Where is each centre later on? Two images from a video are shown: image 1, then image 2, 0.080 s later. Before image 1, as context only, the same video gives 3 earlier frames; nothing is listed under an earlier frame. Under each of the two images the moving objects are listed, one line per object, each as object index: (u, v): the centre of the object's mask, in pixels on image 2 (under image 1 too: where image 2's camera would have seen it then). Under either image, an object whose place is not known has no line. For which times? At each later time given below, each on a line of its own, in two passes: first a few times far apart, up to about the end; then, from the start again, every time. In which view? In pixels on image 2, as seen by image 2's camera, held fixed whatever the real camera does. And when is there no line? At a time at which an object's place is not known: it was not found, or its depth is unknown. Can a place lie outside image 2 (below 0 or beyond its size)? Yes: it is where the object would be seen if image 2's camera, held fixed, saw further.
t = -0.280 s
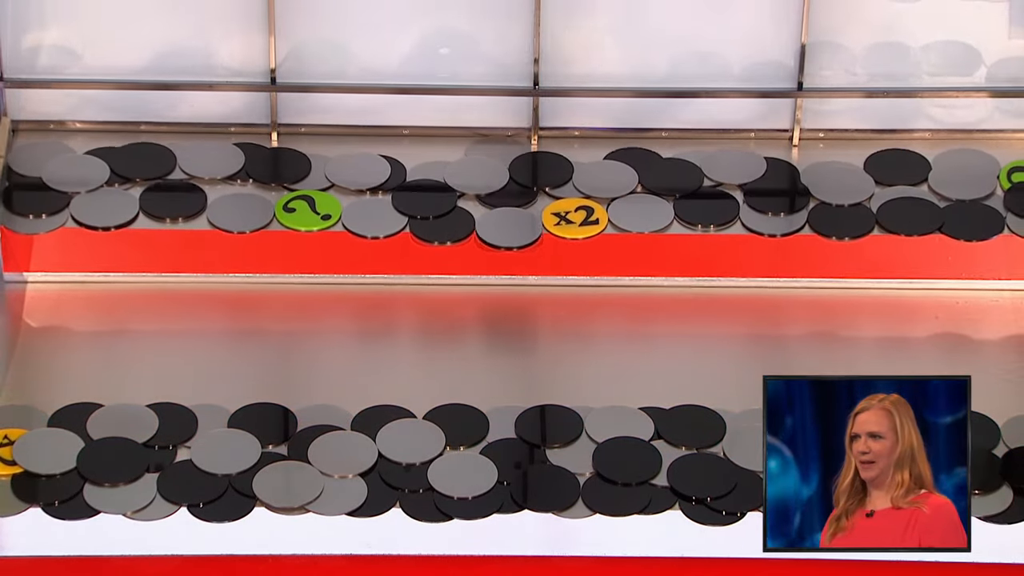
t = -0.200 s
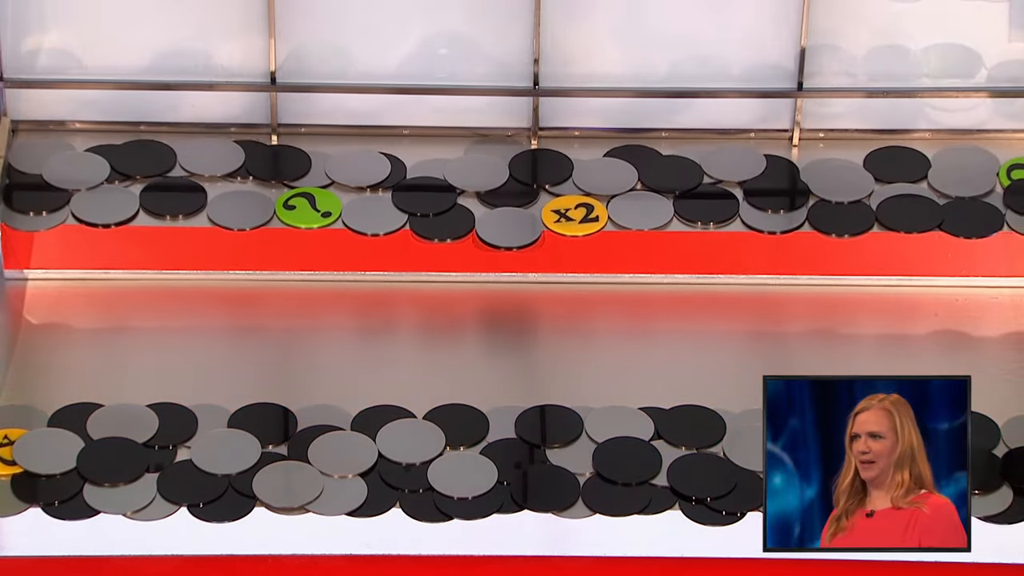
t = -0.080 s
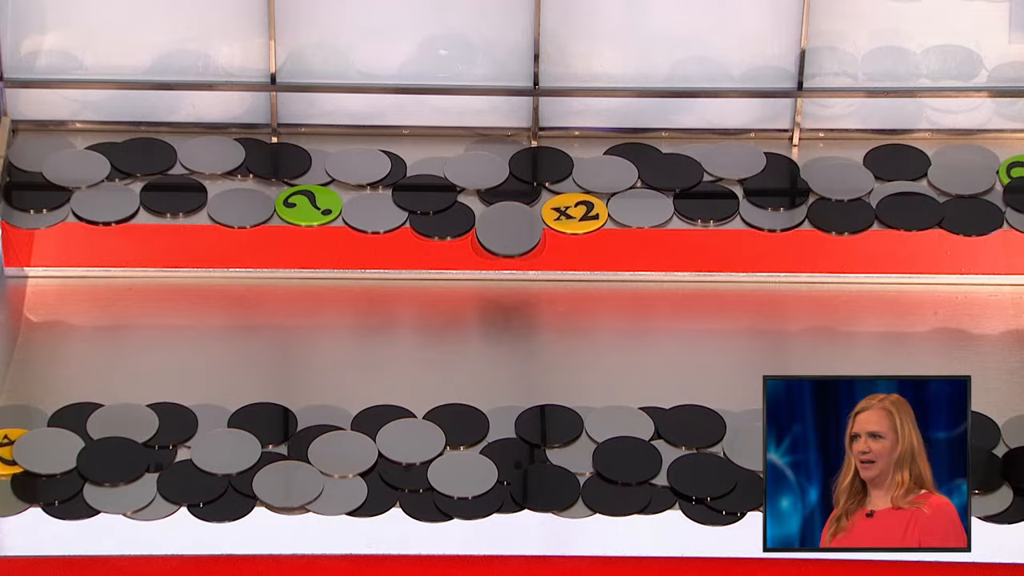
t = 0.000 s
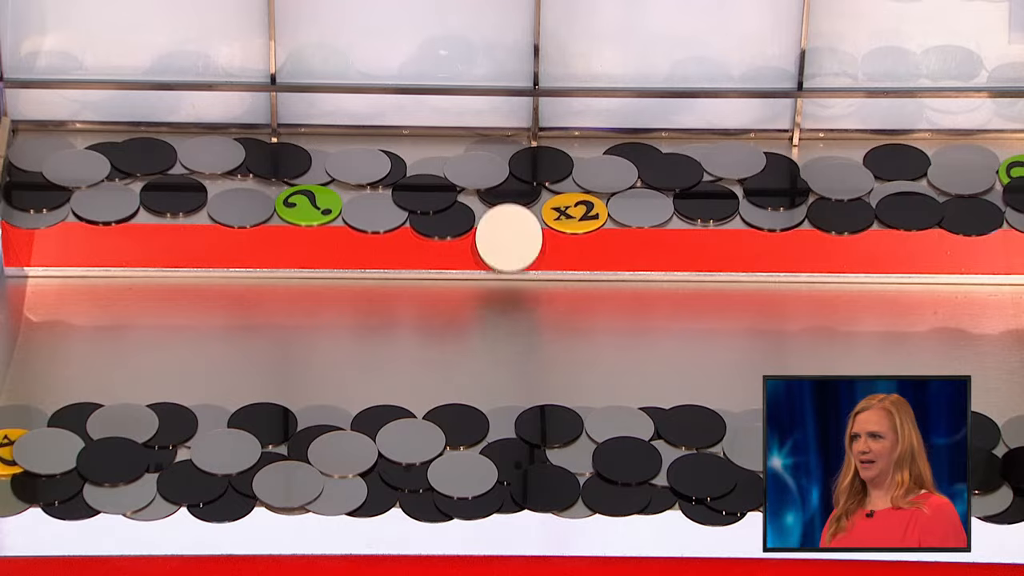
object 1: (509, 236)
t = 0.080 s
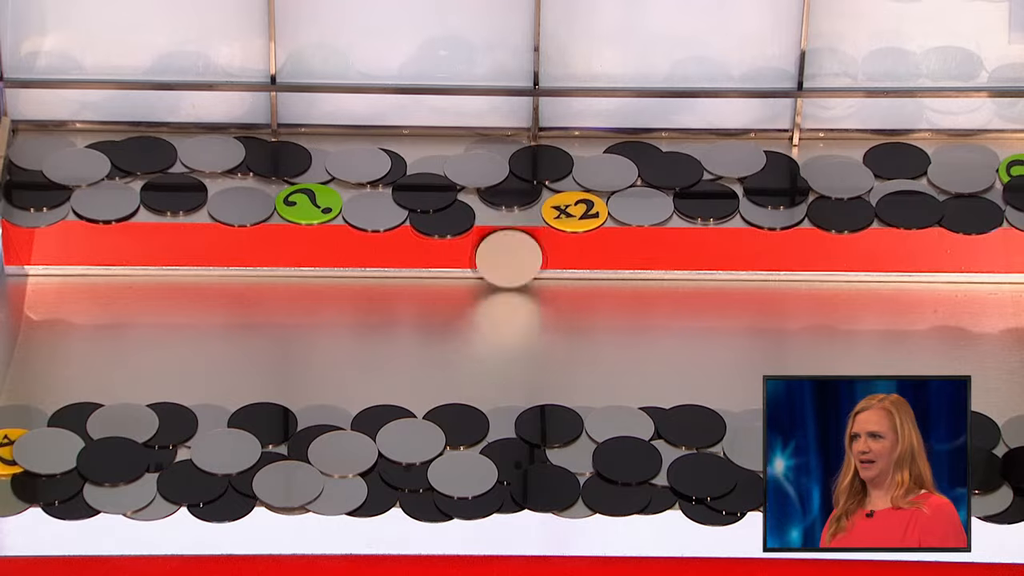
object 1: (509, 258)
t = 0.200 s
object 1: (508, 264)
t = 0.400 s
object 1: (508, 275)
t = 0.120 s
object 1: (508, 254)
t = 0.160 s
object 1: (508, 257)
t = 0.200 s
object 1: (508, 264)
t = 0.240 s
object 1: (508, 263)
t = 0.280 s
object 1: (508, 267)
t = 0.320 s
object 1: (508, 268)
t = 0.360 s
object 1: (508, 271)
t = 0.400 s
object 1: (508, 275)
